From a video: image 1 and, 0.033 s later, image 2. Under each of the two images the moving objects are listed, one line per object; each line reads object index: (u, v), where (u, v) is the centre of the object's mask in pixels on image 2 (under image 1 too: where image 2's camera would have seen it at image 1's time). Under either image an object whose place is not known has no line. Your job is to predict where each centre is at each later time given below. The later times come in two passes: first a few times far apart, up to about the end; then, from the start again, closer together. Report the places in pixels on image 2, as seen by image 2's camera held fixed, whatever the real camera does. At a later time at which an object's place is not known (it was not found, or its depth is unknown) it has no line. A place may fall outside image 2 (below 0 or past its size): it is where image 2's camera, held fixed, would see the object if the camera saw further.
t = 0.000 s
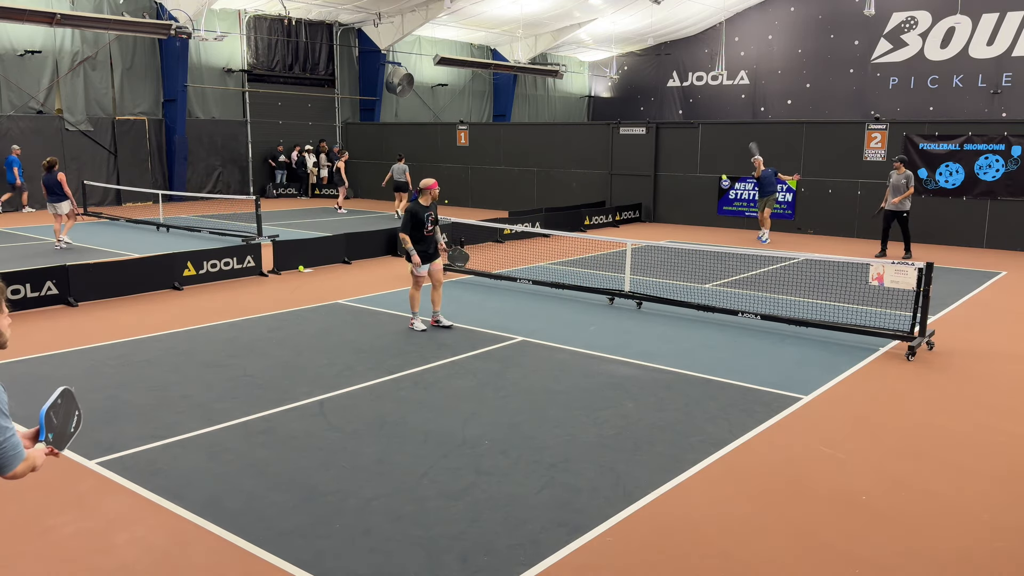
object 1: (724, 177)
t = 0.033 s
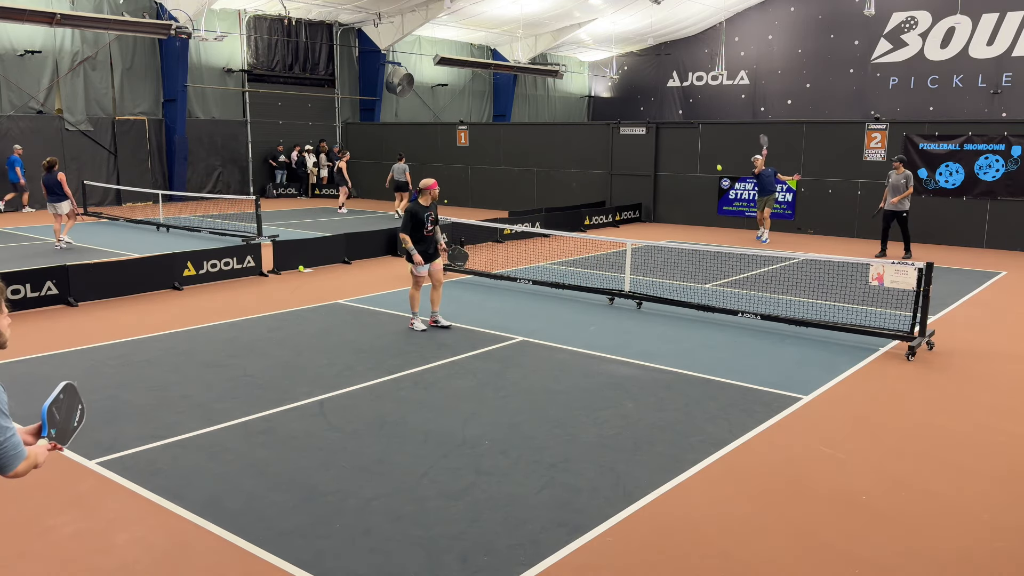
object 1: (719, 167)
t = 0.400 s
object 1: (643, 99)
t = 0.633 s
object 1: (565, 119)
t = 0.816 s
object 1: (476, 201)
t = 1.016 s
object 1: (334, 410)
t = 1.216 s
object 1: (155, 496)
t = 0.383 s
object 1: (648, 100)
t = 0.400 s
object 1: (643, 99)
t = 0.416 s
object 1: (639, 98)
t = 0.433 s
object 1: (634, 98)
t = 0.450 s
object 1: (629, 98)
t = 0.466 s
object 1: (624, 98)
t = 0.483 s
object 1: (619, 98)
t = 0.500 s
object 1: (613, 99)
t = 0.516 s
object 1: (608, 100)
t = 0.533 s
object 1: (602, 102)
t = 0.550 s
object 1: (597, 103)
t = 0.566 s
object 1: (591, 106)
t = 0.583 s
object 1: (585, 109)
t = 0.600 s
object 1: (578, 112)
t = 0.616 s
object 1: (572, 115)
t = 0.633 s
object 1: (565, 119)
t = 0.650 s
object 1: (558, 123)
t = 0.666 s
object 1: (551, 128)
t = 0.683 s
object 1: (544, 134)
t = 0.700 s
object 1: (536, 140)
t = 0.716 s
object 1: (528, 147)
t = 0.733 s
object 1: (520, 154)
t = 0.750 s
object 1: (512, 162)
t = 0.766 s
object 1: (504, 171)
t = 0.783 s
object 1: (495, 180)
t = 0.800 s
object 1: (485, 191)
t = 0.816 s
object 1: (476, 201)
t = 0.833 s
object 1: (467, 212)
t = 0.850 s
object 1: (456, 226)
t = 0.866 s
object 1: (445, 239)
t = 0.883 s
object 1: (436, 253)
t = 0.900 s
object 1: (425, 268)
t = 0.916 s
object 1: (413, 285)
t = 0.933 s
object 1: (401, 302)
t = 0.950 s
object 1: (389, 321)
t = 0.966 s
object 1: (376, 341)
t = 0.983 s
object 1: (363, 362)
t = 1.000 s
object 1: (349, 385)
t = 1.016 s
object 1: (334, 410)
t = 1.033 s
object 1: (320, 435)
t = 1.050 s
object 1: (304, 463)
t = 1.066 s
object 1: (288, 493)
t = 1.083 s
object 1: (271, 524)
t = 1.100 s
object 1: (256, 539)
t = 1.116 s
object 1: (243, 532)
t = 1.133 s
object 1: (230, 525)
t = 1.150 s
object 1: (217, 518)
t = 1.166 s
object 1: (202, 512)
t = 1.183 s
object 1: (187, 506)
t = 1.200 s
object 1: (171, 501)
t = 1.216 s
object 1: (155, 496)
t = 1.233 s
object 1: (136, 493)
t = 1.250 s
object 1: (117, 489)
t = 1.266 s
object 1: (99, 485)
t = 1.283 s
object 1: (78, 482)
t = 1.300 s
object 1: (57, 480)
